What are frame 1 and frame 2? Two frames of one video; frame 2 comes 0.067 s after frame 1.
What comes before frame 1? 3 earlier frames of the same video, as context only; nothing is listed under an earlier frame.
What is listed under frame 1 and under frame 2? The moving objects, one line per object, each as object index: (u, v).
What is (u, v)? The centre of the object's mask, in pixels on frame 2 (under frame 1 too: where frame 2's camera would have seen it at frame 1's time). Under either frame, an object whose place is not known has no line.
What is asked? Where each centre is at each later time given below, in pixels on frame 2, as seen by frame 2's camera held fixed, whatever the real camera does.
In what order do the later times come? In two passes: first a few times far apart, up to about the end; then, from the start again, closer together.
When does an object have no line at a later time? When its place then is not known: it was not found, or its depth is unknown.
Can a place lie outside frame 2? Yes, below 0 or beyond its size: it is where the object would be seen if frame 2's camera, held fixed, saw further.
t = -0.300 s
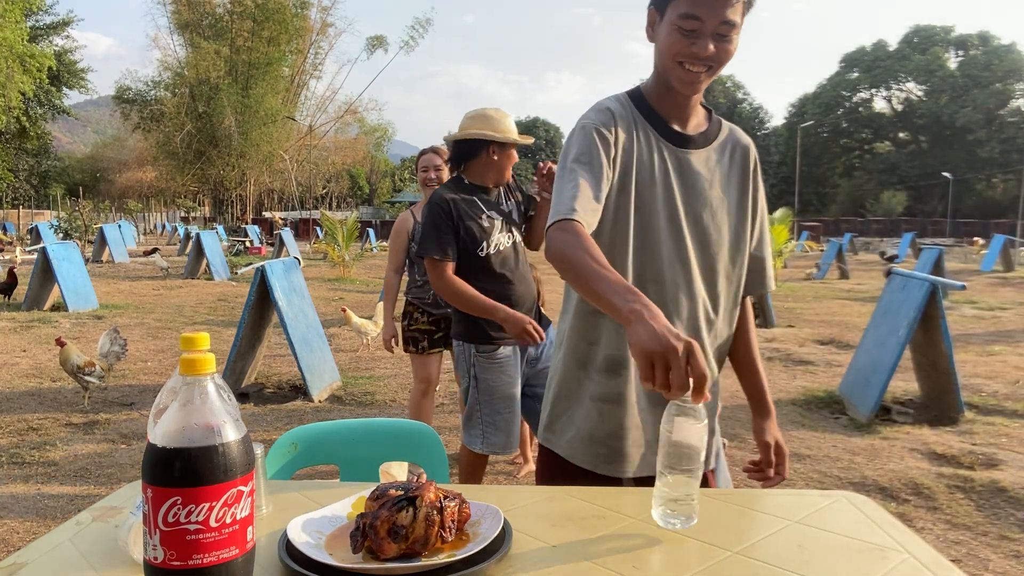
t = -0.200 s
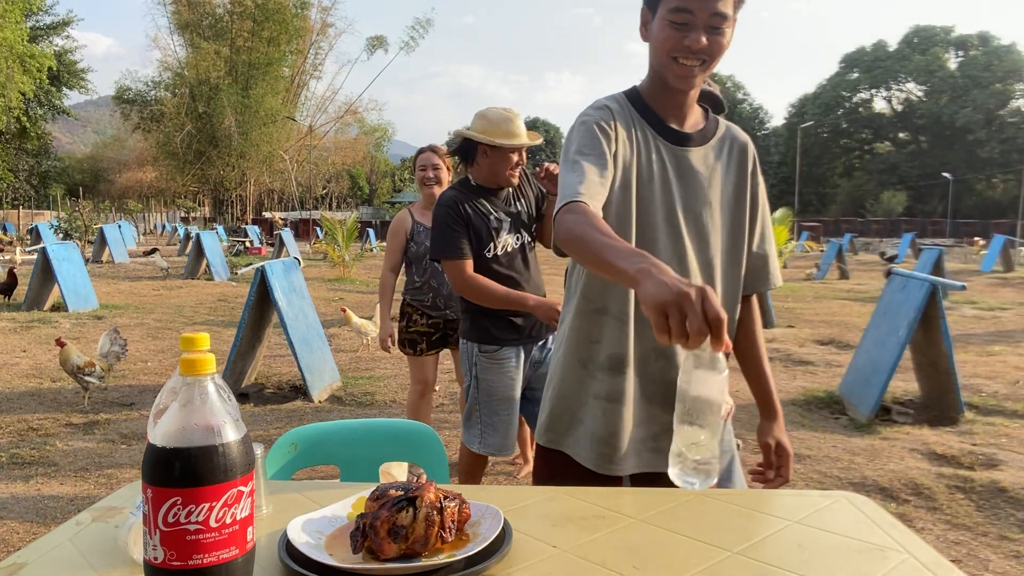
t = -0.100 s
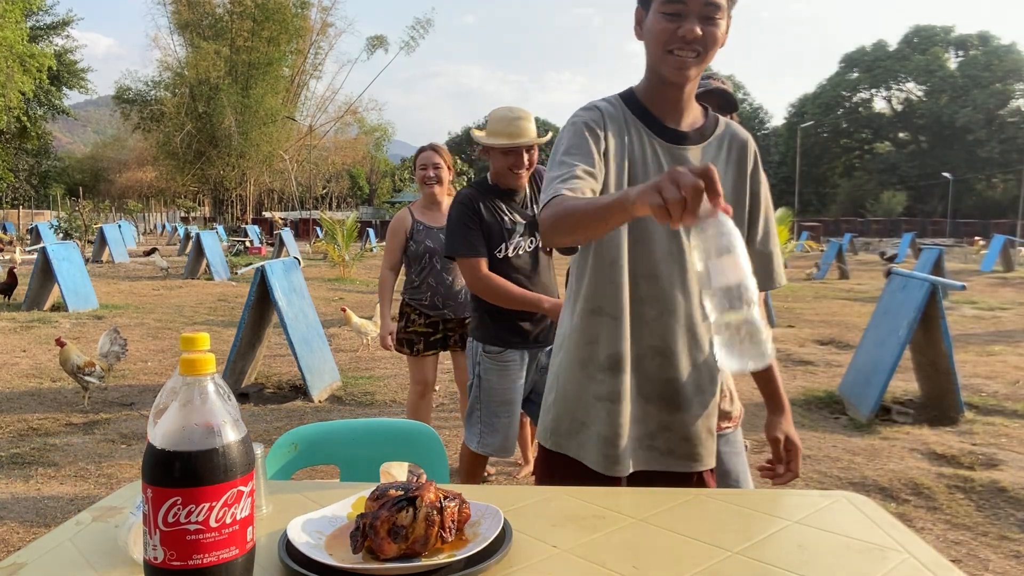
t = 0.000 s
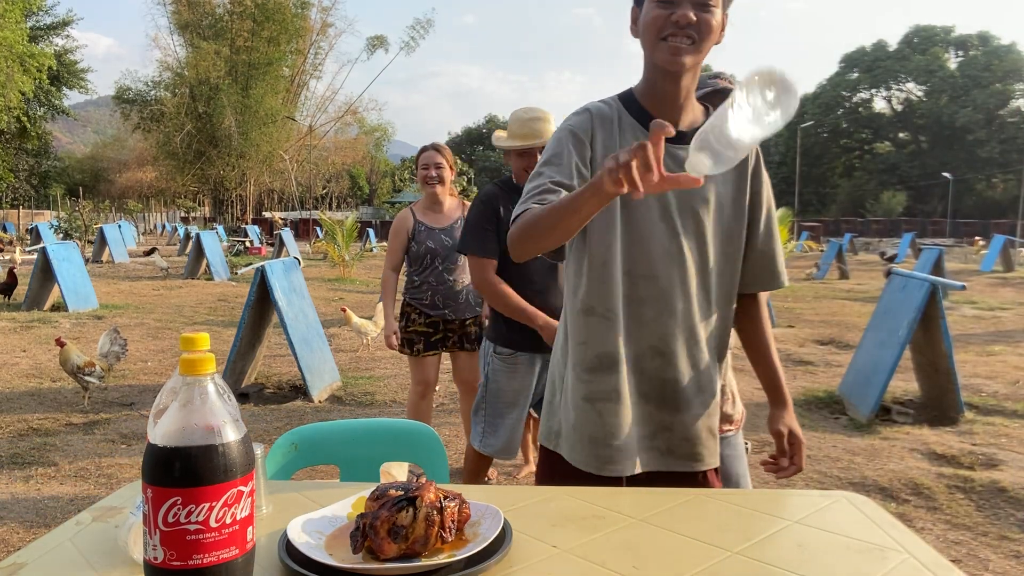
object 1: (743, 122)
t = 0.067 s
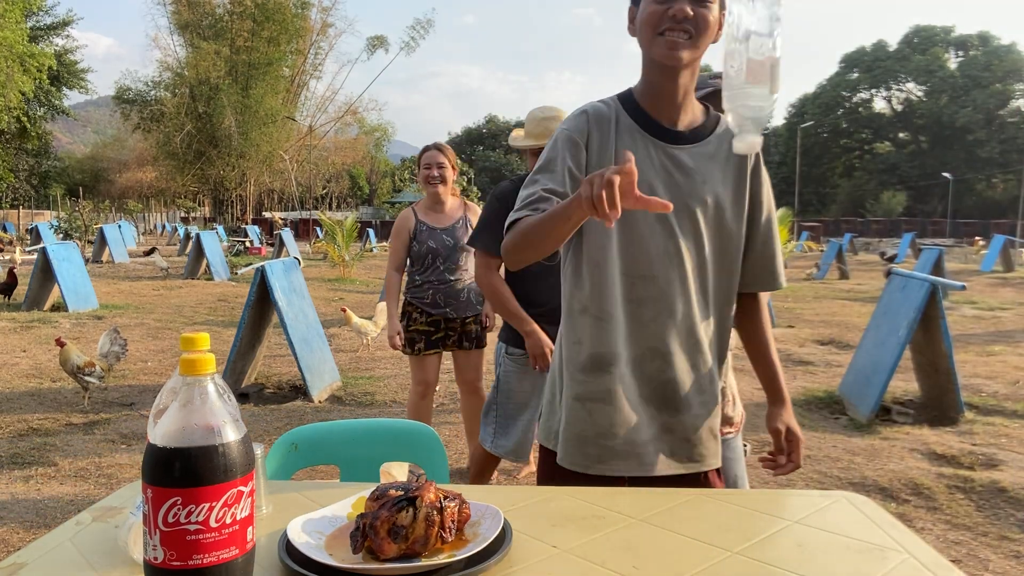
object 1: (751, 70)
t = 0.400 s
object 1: (726, 61)
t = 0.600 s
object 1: (690, 480)
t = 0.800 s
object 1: (639, 483)
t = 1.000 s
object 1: (588, 528)
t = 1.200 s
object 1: (584, 524)
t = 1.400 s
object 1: (580, 522)
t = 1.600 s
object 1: (579, 521)
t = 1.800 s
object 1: (579, 521)
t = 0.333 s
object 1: (712, 16)
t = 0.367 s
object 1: (720, 36)
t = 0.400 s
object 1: (726, 61)
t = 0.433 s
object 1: (724, 105)
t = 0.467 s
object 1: (717, 168)
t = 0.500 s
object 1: (710, 237)
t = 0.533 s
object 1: (703, 313)
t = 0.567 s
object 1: (697, 395)
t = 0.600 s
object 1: (690, 480)
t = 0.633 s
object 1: (681, 484)
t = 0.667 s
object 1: (674, 482)
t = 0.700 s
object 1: (668, 481)
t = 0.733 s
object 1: (661, 481)
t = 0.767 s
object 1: (651, 481)
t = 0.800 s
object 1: (639, 483)
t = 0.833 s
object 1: (625, 487)
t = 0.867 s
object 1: (612, 495)
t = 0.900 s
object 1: (598, 510)
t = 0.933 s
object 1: (589, 530)
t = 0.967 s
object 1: (588, 528)
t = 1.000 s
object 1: (588, 528)
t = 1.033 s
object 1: (588, 527)
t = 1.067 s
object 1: (587, 527)
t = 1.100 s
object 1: (586, 526)
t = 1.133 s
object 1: (585, 525)
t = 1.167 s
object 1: (585, 525)
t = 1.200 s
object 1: (584, 524)
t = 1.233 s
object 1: (583, 524)
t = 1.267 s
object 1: (582, 523)
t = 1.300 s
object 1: (582, 523)
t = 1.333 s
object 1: (581, 522)
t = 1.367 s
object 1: (581, 522)
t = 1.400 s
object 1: (580, 522)
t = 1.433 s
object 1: (580, 522)
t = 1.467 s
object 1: (580, 521)
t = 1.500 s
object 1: (580, 521)
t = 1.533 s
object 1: (580, 521)
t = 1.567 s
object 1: (579, 521)
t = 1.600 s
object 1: (579, 521)
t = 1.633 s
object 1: (579, 521)
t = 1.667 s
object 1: (580, 521)
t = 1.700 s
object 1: (579, 521)
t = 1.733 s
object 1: (579, 521)
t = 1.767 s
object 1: (579, 521)
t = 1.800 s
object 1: (579, 521)
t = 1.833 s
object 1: (579, 521)
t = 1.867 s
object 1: (579, 521)
